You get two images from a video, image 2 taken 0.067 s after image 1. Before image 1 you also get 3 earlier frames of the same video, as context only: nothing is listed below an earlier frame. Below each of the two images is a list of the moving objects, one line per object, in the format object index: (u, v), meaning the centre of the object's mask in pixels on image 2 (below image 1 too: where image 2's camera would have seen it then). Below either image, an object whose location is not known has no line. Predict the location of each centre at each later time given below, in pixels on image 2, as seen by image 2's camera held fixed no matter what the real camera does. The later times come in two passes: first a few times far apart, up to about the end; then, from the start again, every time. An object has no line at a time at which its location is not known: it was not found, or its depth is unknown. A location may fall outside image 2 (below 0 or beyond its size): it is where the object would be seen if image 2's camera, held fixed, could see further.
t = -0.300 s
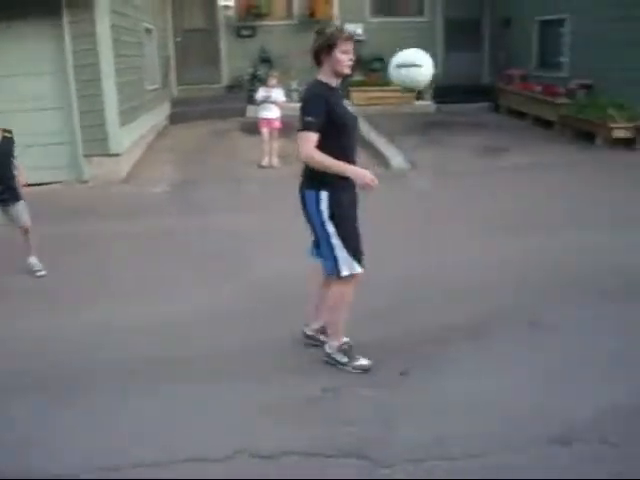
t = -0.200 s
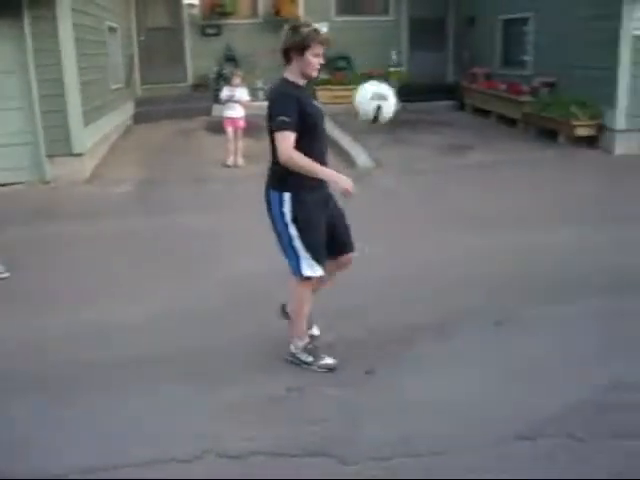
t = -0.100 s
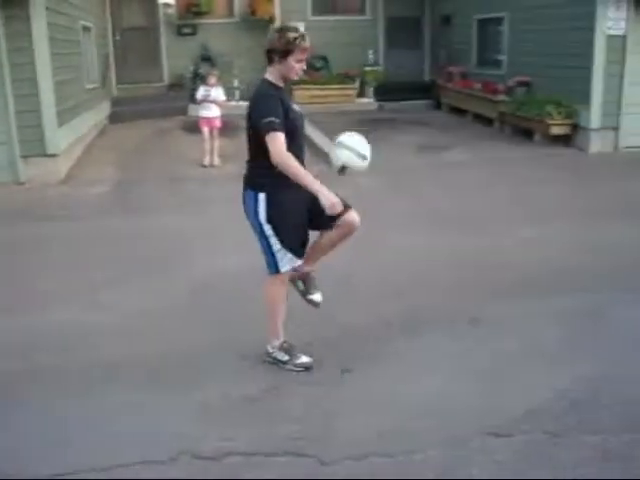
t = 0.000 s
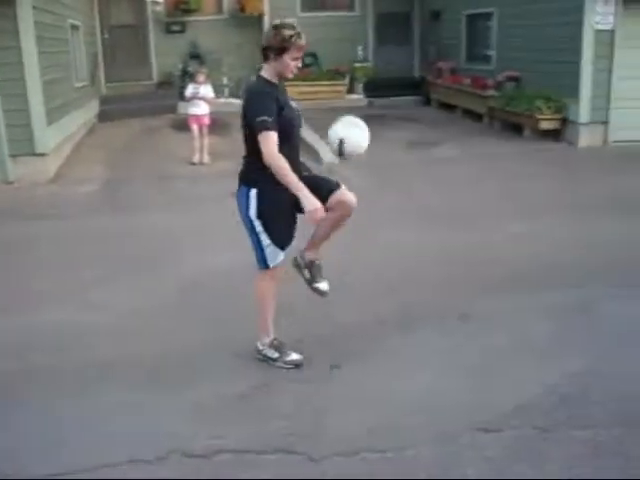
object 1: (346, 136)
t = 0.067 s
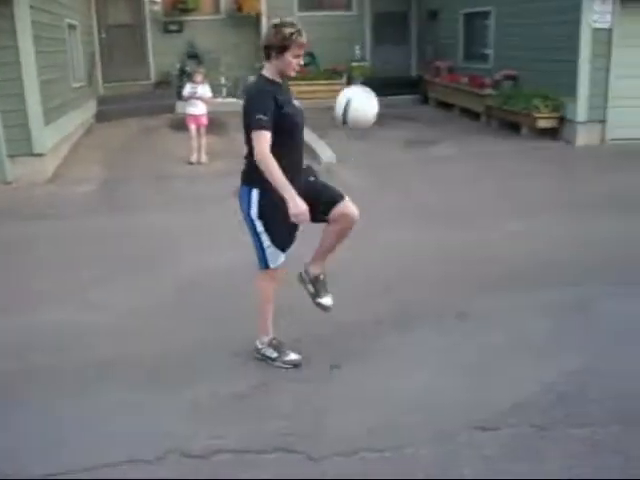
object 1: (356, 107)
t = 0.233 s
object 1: (385, 70)
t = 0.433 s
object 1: (424, 104)
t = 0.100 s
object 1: (362, 94)
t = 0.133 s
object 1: (368, 84)
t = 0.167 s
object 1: (373, 78)
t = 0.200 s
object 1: (379, 73)
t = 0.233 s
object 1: (385, 70)
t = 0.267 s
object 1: (392, 70)
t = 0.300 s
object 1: (398, 72)
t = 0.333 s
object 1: (404, 76)
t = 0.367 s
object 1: (411, 83)
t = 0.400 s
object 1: (417, 93)
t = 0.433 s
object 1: (424, 104)
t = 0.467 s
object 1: (430, 119)
